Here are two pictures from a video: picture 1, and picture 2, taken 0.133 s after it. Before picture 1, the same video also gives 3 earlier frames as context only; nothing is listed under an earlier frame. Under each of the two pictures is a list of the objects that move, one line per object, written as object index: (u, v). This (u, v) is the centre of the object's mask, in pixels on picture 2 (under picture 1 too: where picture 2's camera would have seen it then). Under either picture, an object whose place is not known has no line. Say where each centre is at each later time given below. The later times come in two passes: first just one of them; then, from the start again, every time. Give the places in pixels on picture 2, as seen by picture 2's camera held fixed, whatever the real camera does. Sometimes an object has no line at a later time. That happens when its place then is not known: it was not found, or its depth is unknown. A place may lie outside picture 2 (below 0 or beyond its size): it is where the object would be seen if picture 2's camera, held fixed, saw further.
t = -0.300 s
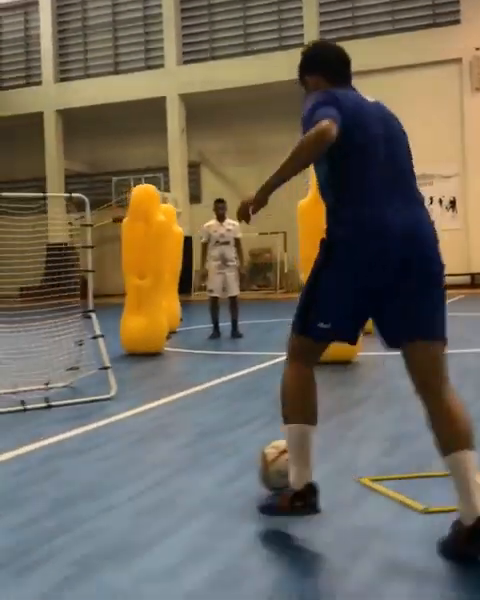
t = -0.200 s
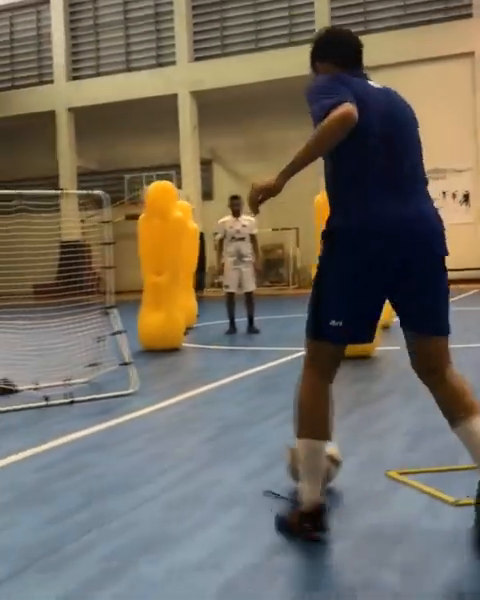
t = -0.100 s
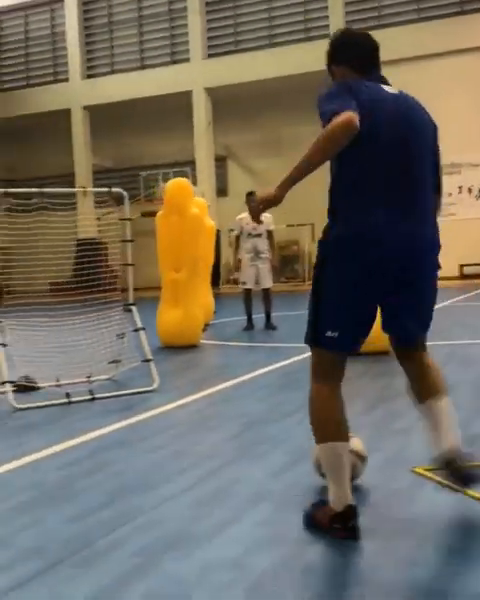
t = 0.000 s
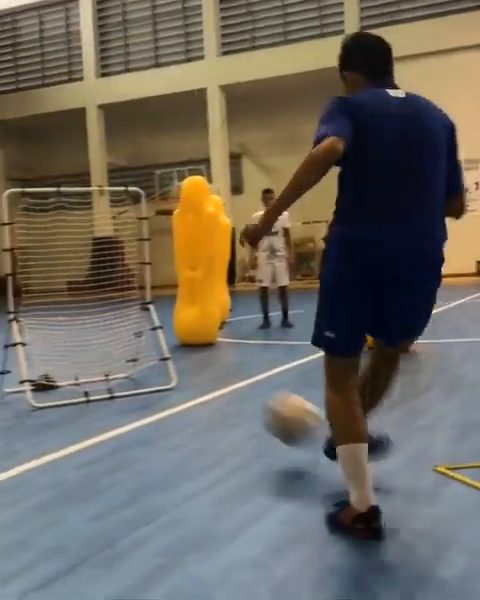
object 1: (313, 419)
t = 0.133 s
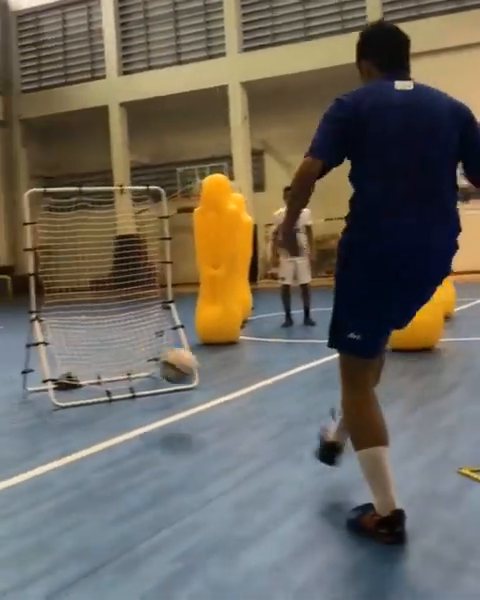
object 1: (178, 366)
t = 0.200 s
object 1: (134, 359)
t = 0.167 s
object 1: (155, 361)
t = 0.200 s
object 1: (134, 359)
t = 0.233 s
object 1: (116, 359)
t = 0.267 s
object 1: (100, 359)
